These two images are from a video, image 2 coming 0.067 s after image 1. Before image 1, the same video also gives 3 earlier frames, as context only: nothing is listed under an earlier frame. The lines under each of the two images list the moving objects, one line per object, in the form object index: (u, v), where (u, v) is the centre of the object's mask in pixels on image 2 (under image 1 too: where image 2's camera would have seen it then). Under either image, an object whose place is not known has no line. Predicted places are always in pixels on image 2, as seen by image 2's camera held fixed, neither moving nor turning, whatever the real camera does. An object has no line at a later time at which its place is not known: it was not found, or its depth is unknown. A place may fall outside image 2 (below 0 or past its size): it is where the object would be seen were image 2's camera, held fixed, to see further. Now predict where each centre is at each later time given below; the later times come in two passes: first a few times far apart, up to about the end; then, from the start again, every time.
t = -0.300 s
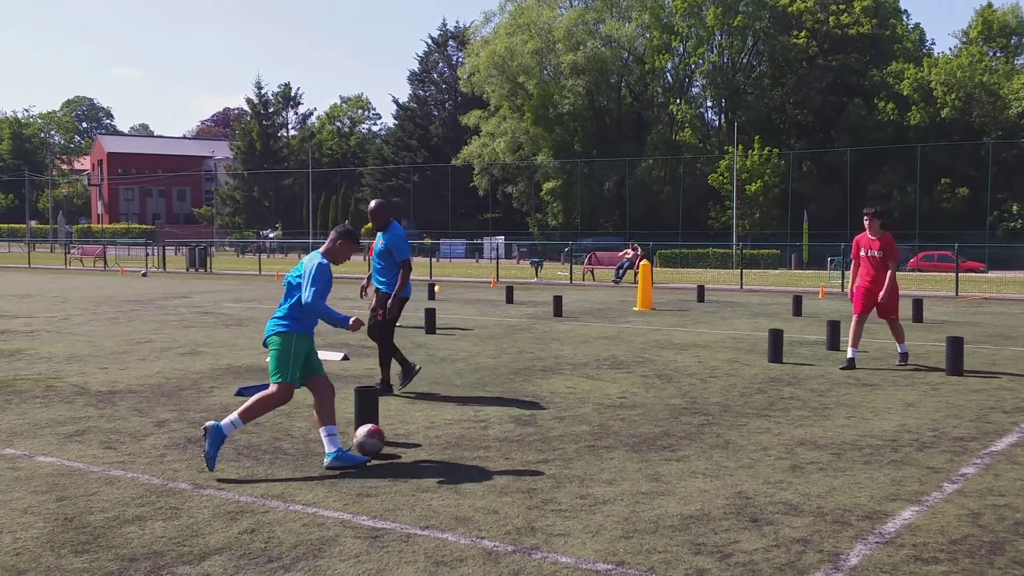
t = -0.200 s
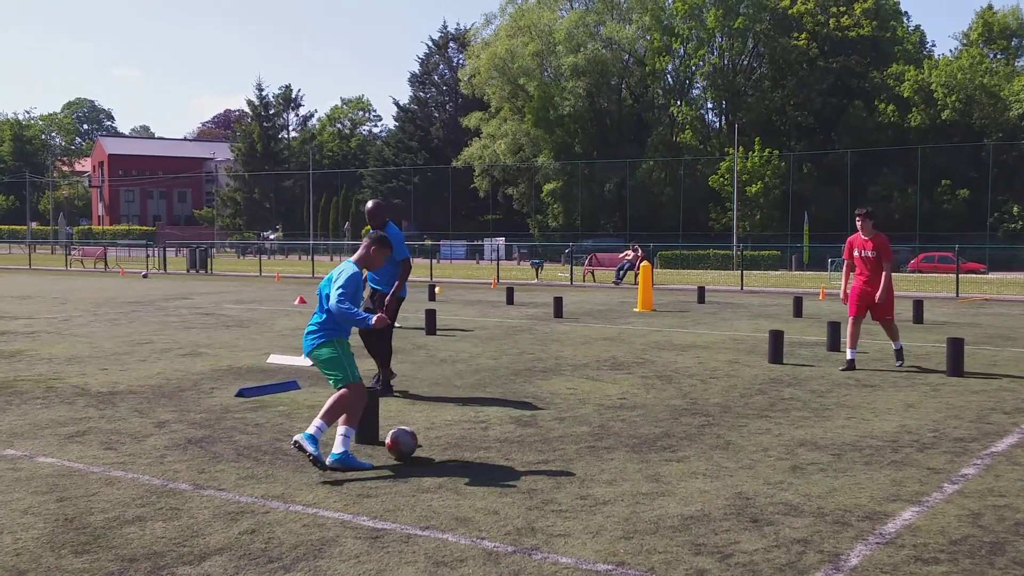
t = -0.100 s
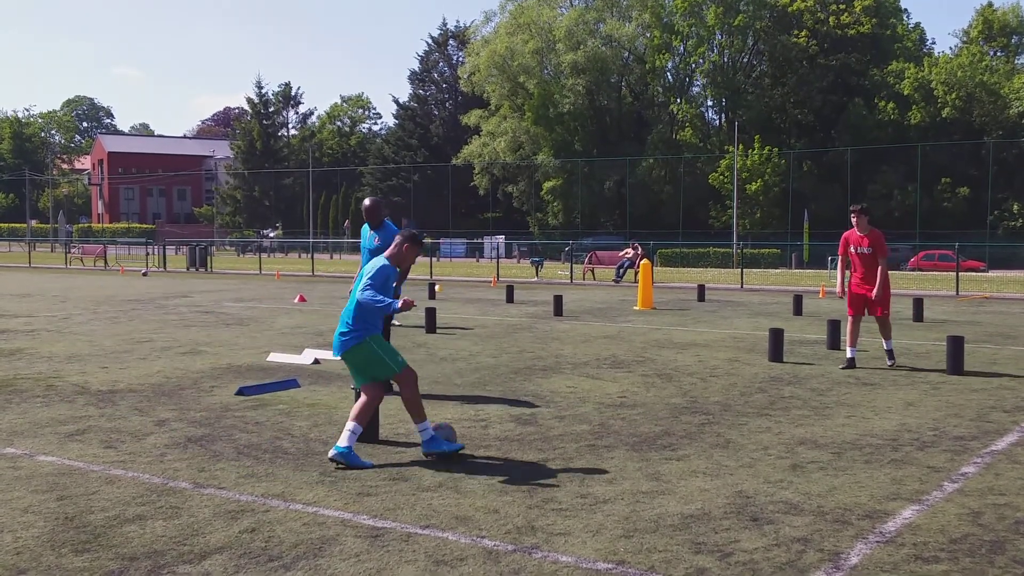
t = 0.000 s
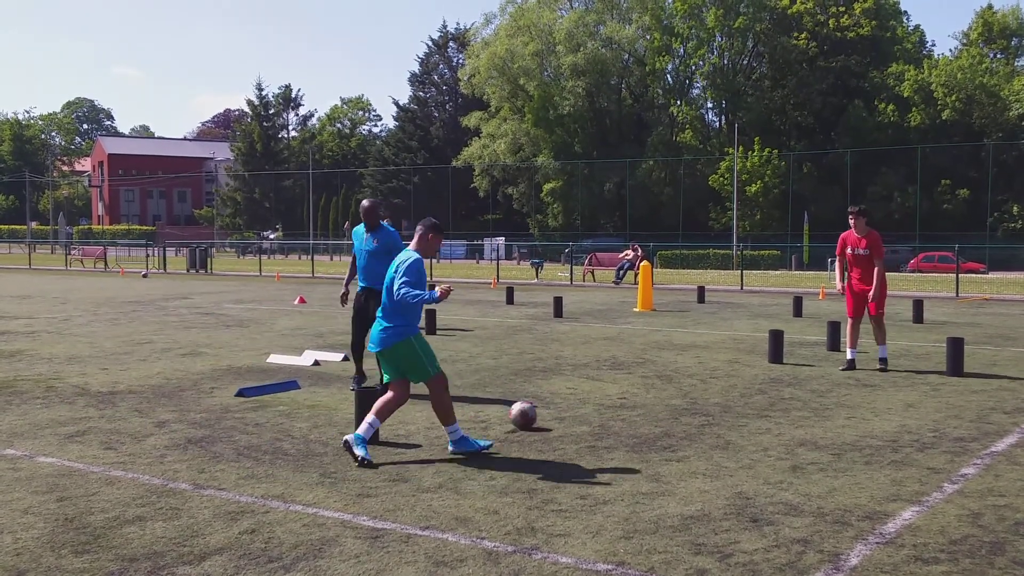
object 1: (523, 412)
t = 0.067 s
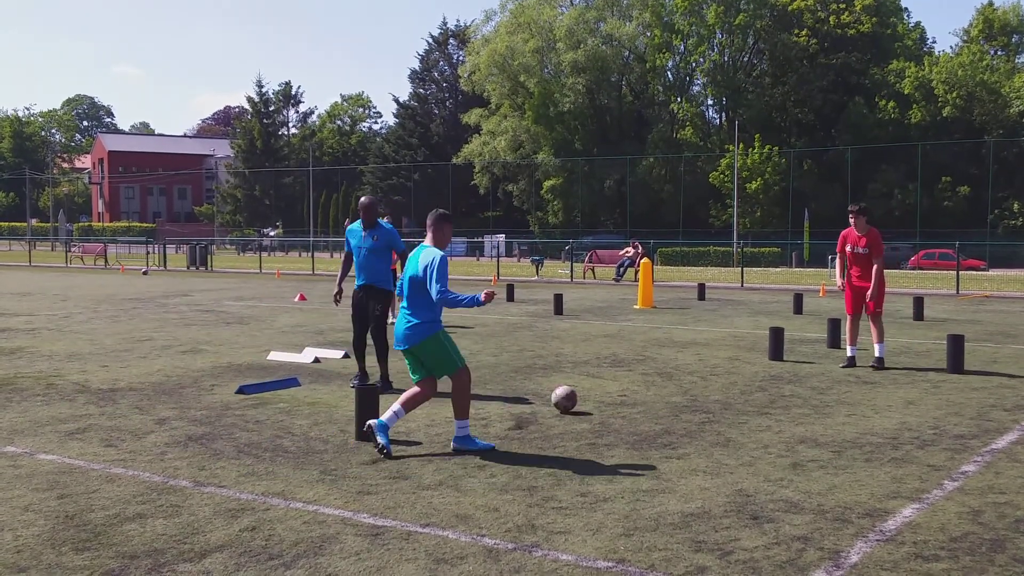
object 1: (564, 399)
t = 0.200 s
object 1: (629, 379)
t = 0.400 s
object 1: (694, 359)
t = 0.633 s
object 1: (744, 345)
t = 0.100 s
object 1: (583, 395)
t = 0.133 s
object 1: (600, 389)
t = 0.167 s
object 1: (615, 384)
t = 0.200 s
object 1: (629, 379)
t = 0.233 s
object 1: (642, 377)
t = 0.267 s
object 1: (654, 373)
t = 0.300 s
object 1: (665, 370)
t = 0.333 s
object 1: (675, 367)
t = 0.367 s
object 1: (685, 362)
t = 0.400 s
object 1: (694, 359)
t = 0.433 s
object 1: (702, 357)
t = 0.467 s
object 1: (711, 356)
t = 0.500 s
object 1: (718, 354)
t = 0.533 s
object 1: (725, 351)
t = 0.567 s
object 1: (731, 350)
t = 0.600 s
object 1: (738, 347)
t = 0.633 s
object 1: (744, 345)
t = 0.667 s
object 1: (749, 344)
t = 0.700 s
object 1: (755, 341)
